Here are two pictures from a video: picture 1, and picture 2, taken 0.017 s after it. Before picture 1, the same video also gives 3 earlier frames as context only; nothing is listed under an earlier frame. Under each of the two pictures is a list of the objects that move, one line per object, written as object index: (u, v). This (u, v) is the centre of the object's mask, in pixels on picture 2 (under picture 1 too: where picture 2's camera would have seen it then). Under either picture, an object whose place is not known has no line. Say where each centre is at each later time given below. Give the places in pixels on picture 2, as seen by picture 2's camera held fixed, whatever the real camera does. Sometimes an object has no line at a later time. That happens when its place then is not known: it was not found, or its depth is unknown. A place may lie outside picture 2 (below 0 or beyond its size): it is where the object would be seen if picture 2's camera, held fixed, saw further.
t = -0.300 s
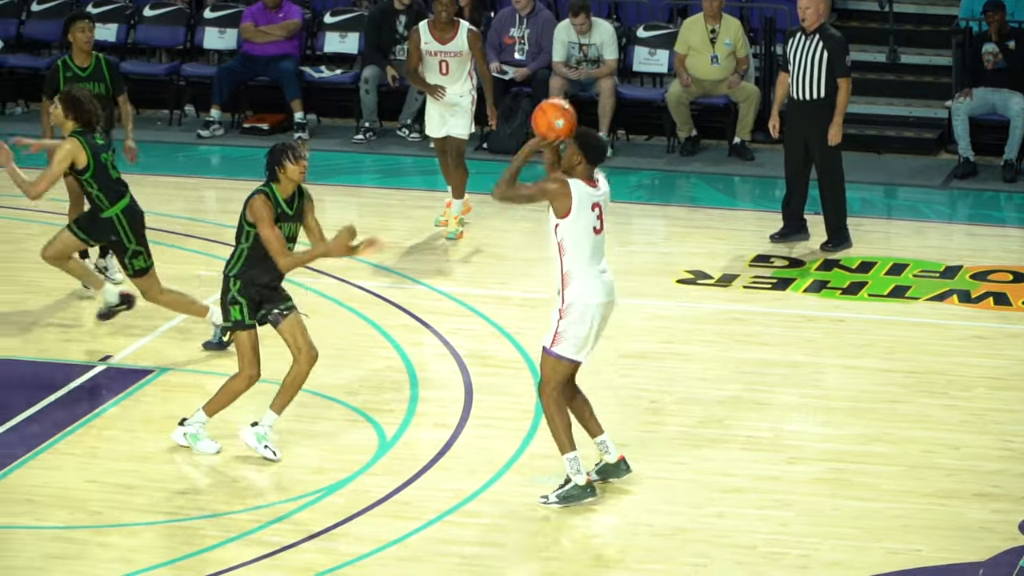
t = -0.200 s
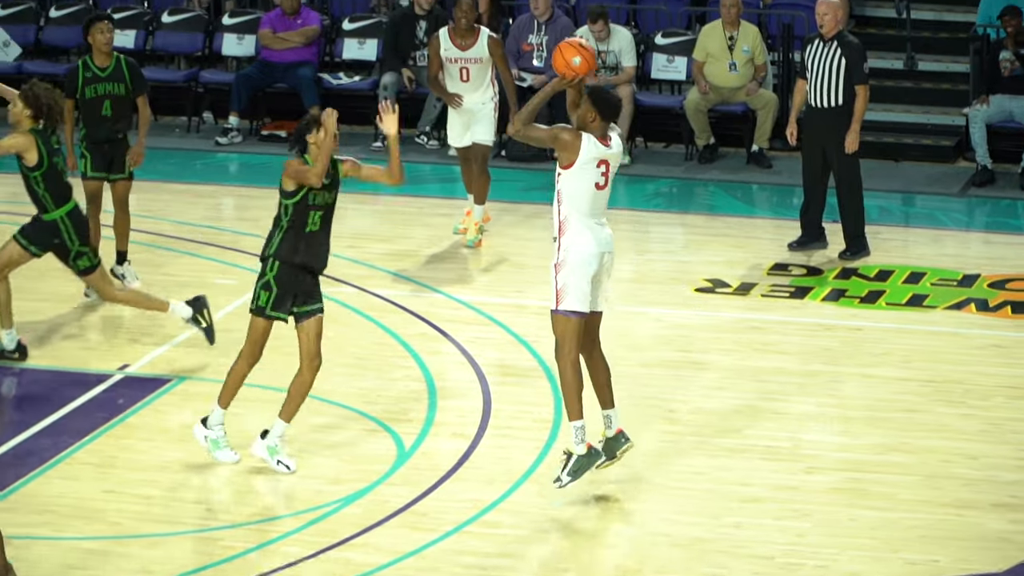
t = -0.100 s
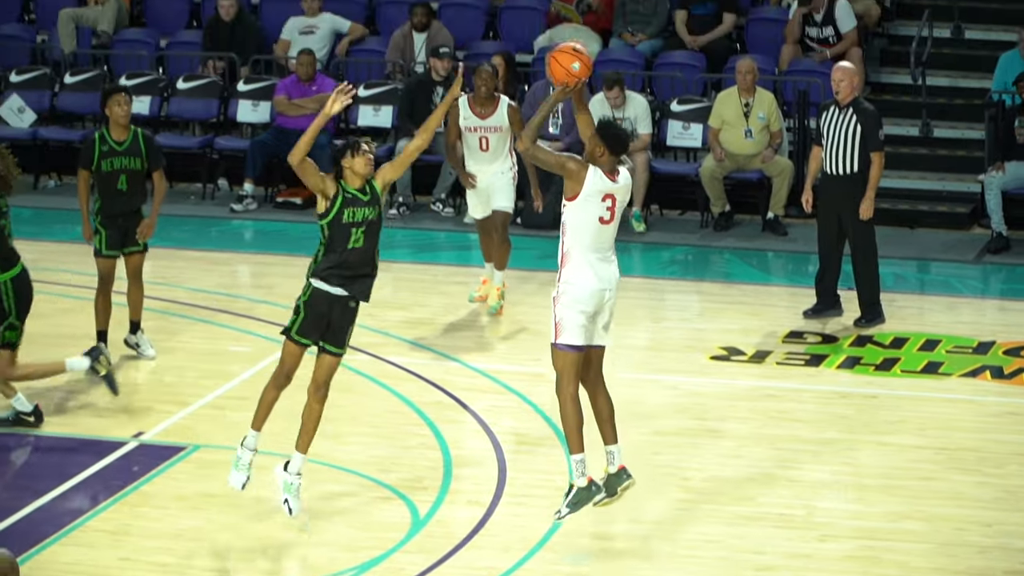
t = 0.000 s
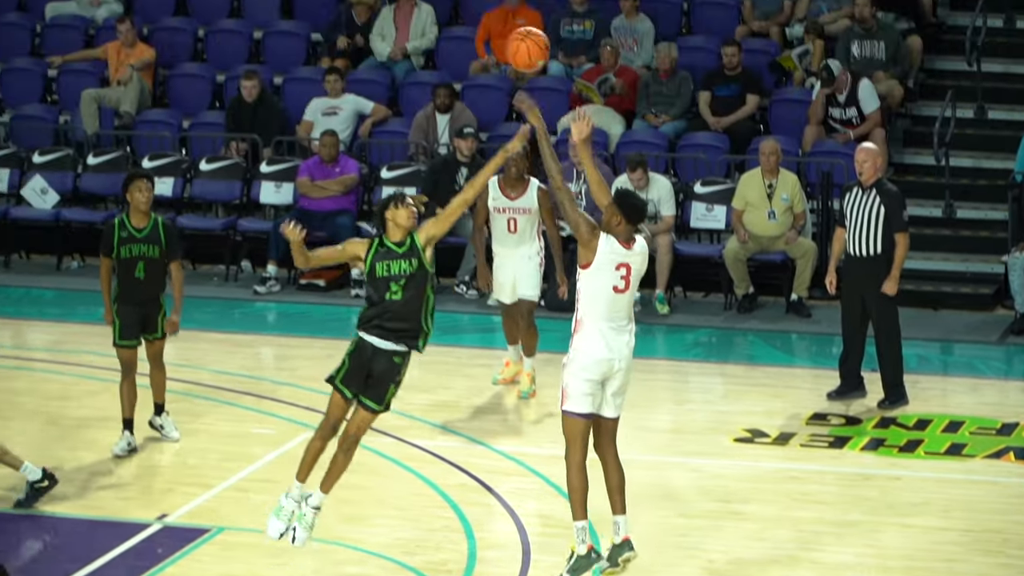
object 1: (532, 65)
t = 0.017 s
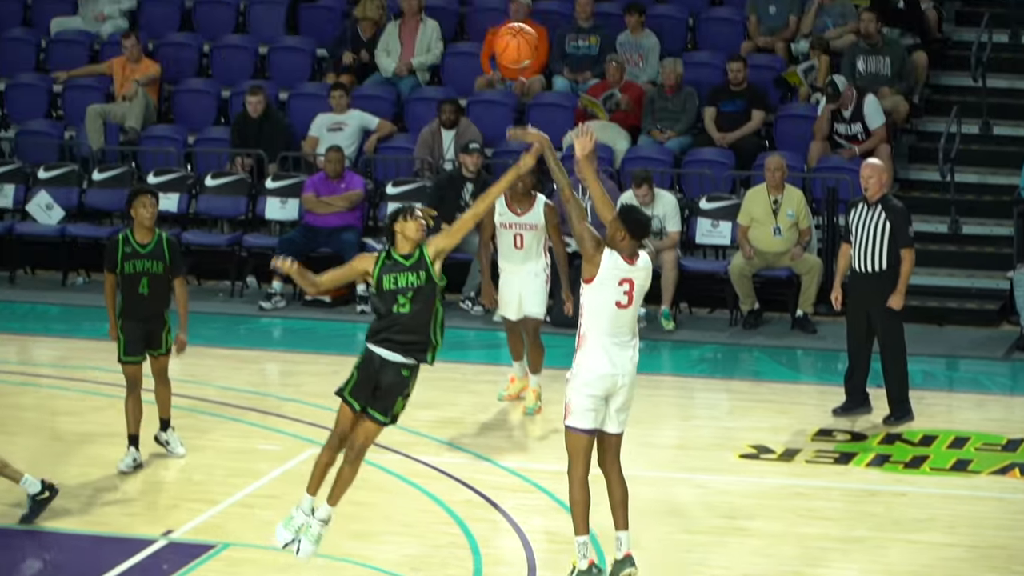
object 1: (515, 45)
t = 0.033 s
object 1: (500, 26)
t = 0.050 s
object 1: (484, 7)
